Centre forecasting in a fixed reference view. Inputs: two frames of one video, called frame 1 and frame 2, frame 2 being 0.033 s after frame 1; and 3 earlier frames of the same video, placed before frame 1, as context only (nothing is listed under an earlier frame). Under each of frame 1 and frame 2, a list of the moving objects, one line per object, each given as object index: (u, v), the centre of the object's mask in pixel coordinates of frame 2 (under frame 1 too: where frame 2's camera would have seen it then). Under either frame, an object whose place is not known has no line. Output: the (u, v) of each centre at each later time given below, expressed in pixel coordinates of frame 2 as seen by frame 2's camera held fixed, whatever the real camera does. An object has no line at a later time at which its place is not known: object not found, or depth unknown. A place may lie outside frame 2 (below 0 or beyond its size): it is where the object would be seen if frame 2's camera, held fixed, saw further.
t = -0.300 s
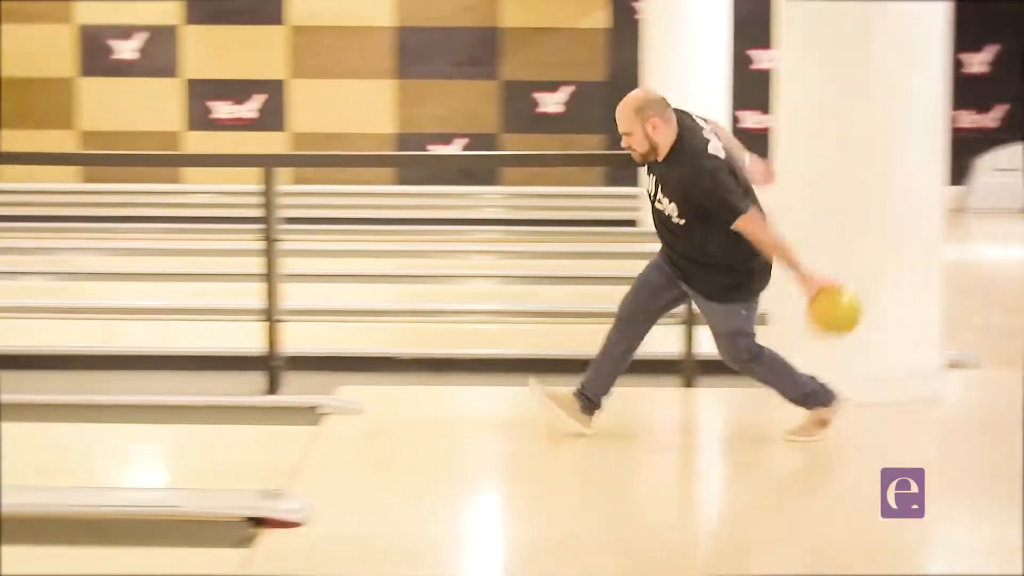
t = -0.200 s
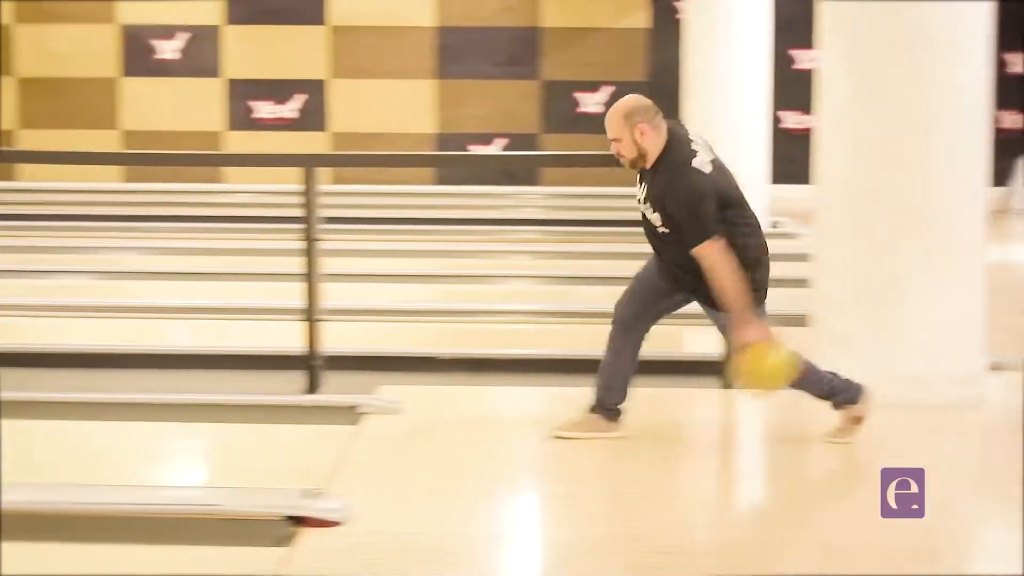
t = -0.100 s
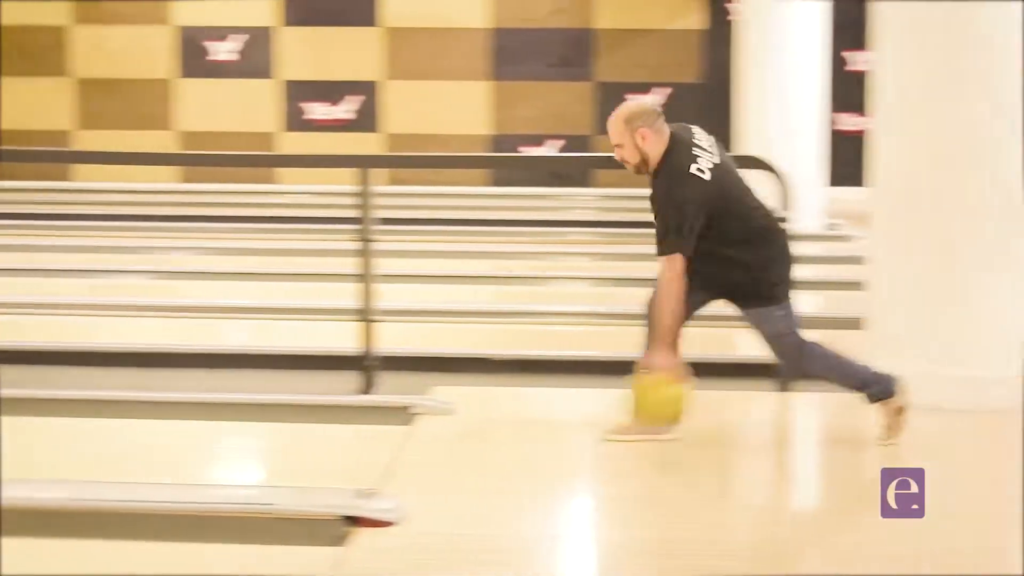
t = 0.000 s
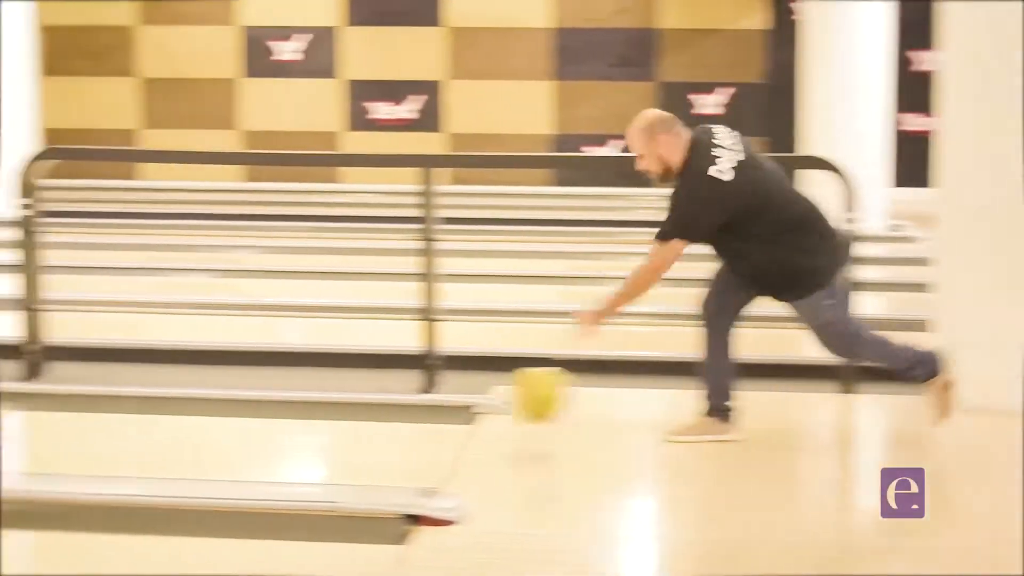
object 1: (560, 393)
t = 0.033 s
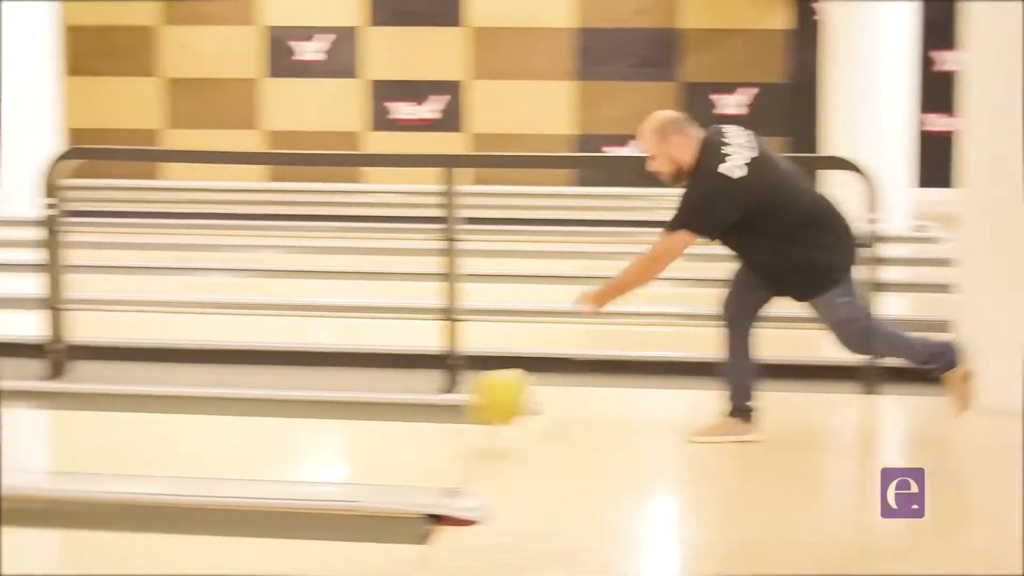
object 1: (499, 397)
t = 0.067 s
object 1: (441, 401)
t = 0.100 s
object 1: (383, 409)
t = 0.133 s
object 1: (323, 415)
